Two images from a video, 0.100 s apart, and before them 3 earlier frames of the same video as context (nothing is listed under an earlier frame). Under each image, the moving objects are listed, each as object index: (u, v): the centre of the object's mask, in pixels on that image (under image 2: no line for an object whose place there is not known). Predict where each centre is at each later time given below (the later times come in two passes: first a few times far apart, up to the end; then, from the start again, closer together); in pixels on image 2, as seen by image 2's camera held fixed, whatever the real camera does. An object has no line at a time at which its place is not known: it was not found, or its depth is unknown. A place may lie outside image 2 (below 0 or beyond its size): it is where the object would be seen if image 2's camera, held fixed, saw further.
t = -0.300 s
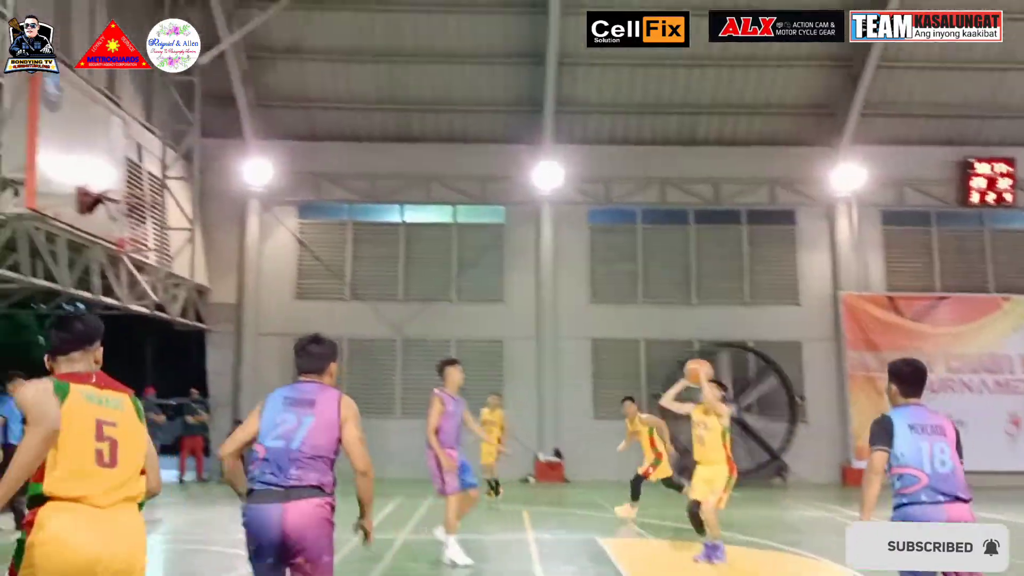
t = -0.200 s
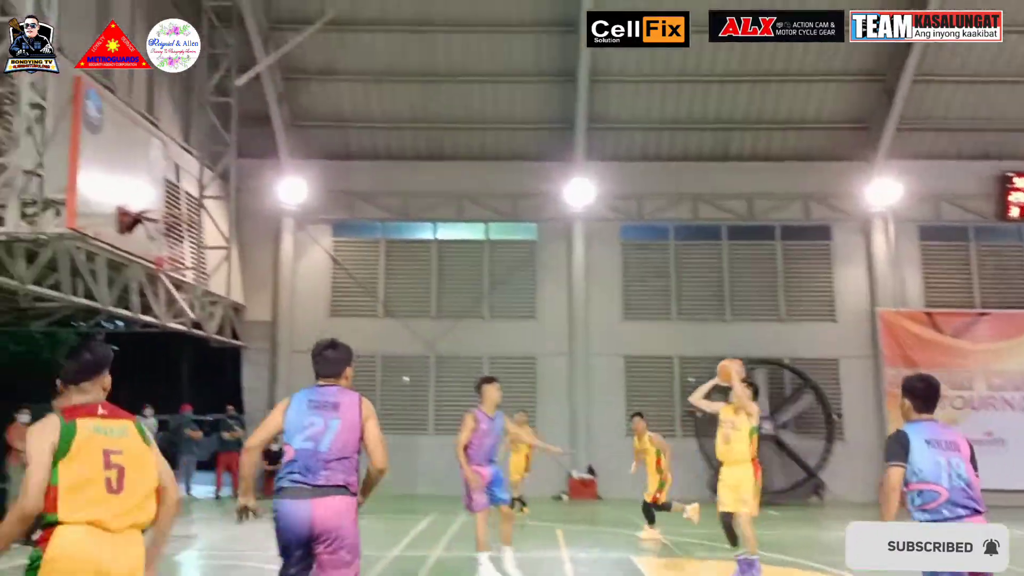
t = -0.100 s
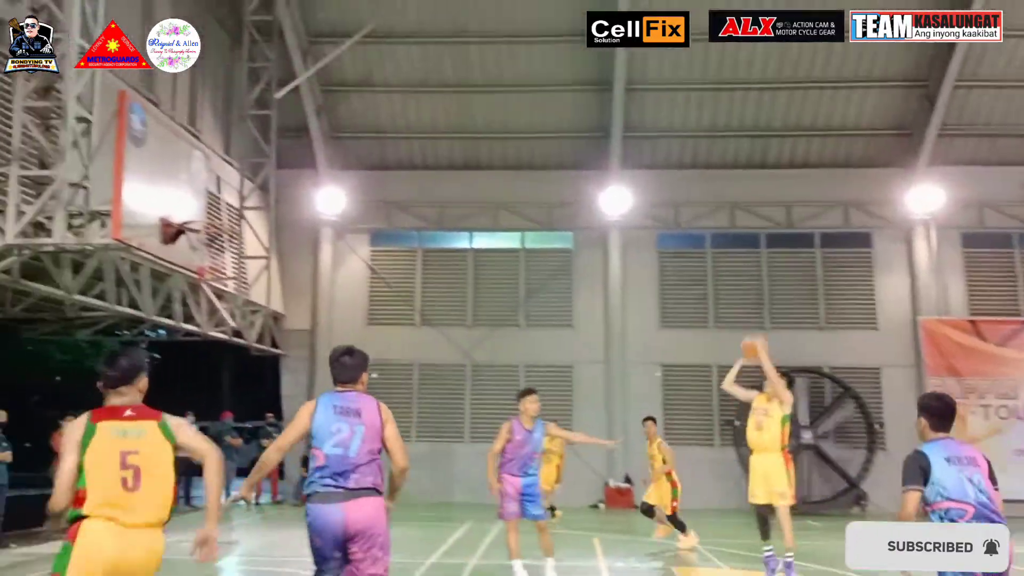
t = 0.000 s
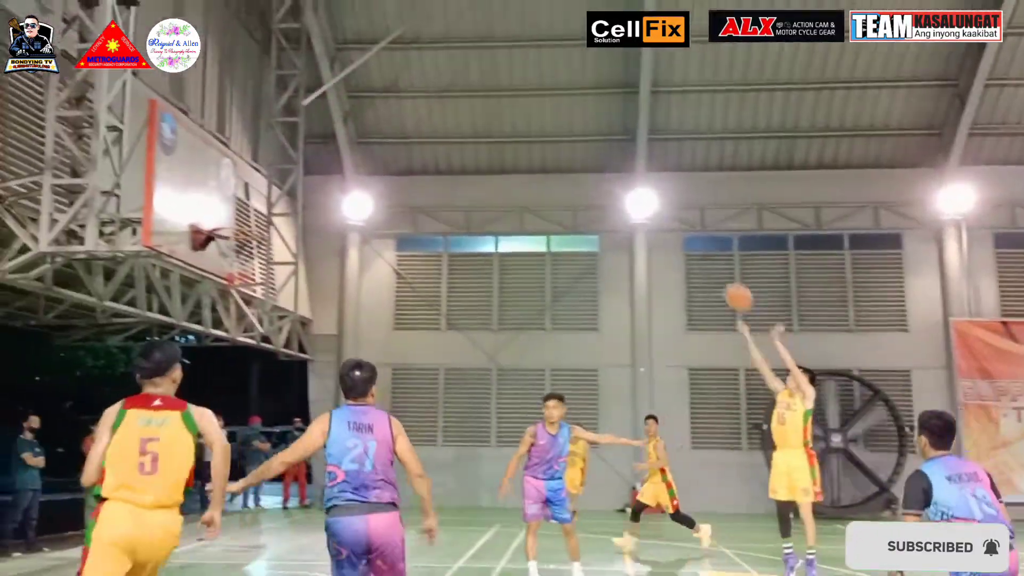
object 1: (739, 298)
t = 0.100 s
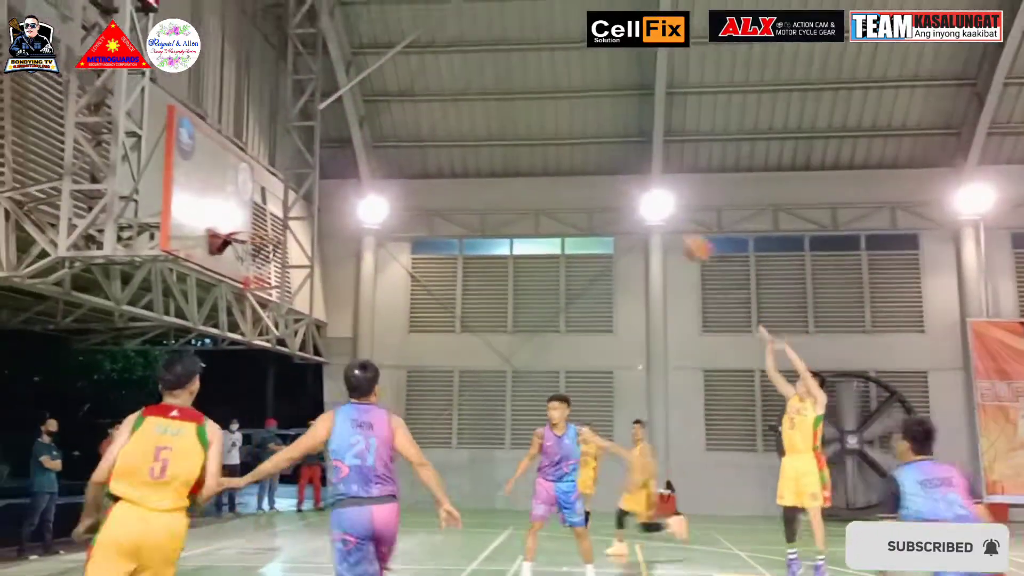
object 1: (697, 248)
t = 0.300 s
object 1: (590, 180)
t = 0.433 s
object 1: (519, 158)
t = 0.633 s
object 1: (414, 160)
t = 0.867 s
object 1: (288, 217)
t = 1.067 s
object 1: (234, 274)
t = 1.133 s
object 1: (246, 282)
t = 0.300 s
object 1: (590, 180)
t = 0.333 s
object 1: (571, 172)
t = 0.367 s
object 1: (553, 167)
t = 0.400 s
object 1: (536, 162)
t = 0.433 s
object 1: (519, 158)
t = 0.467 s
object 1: (502, 156)
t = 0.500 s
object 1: (483, 155)
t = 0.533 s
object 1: (467, 155)
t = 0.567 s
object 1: (449, 156)
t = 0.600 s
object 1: (432, 157)
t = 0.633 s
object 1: (414, 160)
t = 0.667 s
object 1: (396, 165)
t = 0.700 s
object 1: (380, 169)
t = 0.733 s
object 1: (363, 175)
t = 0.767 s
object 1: (344, 183)
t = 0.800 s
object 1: (325, 195)
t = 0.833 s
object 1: (307, 203)
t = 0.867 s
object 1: (288, 217)
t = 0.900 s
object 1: (270, 228)
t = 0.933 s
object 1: (253, 242)
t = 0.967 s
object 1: (232, 256)
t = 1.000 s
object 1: (223, 265)
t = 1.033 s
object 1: (226, 267)
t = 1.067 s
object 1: (234, 274)
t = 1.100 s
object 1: (240, 280)
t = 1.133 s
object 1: (246, 282)
